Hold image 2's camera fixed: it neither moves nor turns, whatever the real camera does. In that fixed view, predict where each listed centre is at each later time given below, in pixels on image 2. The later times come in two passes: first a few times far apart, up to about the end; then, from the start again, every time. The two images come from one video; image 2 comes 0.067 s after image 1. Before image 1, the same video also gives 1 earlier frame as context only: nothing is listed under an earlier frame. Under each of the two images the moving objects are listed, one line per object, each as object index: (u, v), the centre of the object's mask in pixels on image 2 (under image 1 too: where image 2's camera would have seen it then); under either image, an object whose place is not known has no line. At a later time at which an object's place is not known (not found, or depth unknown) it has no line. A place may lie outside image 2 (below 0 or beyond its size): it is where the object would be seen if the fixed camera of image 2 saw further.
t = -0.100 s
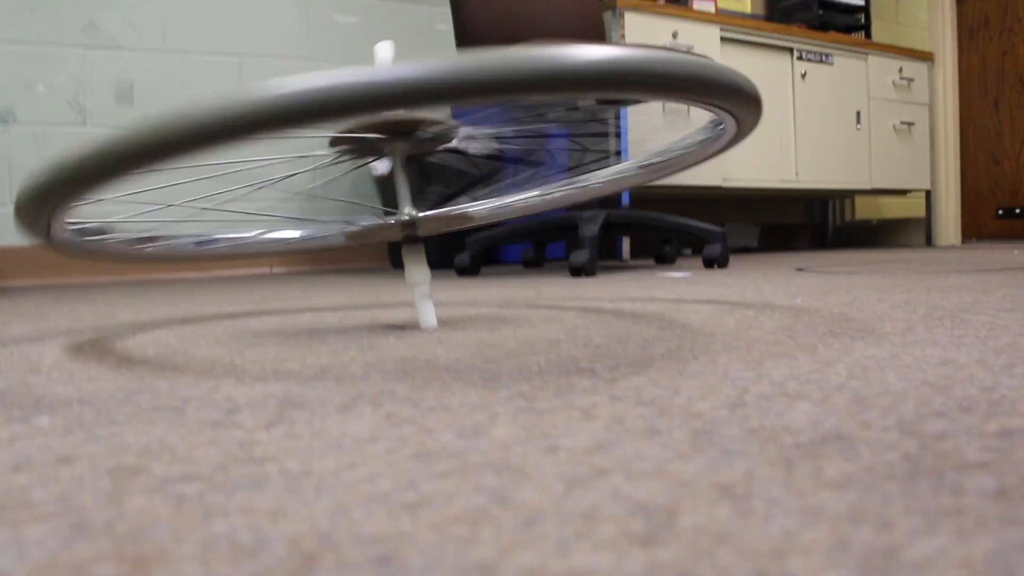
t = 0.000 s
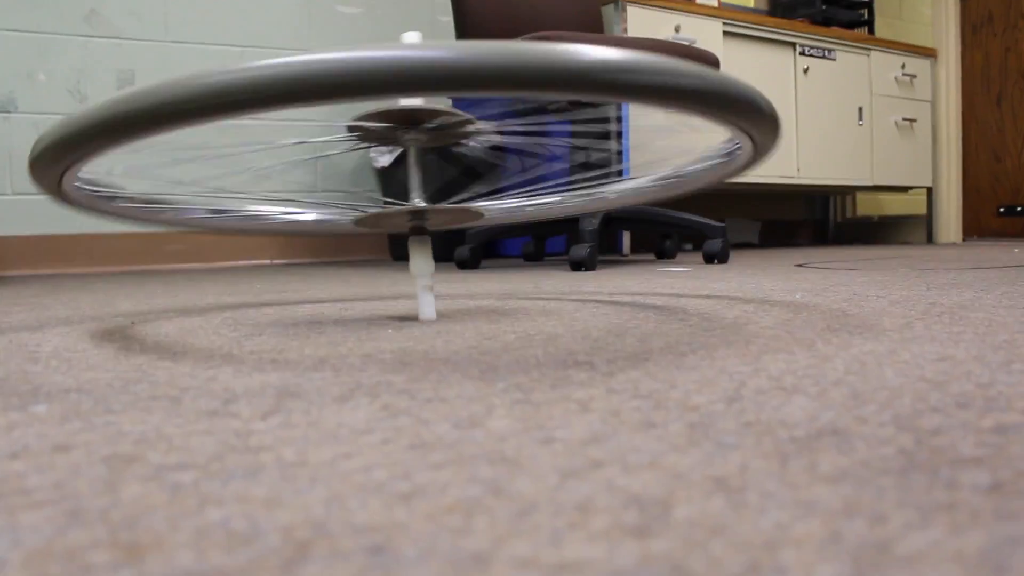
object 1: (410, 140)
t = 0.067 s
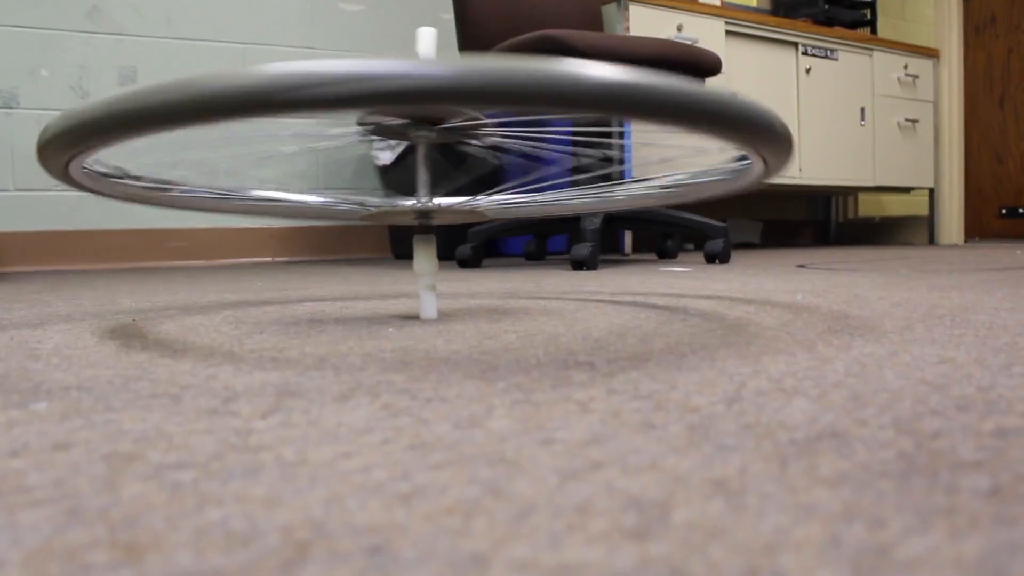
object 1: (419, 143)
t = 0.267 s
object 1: (407, 159)
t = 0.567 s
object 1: (397, 136)
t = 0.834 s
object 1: (432, 141)
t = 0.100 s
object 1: (421, 146)
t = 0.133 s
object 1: (421, 150)
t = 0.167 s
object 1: (419, 153)
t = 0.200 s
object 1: (417, 156)
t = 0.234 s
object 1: (411, 158)
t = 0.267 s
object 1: (407, 159)
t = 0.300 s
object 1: (402, 159)
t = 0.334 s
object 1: (395, 158)
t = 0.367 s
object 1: (391, 154)
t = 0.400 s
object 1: (390, 151)
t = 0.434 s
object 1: (389, 148)
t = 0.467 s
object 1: (389, 144)
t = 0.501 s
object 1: (391, 141)
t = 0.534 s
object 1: (393, 138)
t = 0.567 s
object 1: (397, 136)
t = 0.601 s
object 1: (402, 134)
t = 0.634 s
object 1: (408, 133)
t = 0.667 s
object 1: (413, 133)
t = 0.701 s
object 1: (421, 133)
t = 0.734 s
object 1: (426, 135)
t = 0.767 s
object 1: (429, 136)
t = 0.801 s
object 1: (431, 138)
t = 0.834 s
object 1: (432, 141)
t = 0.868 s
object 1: (430, 144)
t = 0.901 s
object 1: (427, 147)
